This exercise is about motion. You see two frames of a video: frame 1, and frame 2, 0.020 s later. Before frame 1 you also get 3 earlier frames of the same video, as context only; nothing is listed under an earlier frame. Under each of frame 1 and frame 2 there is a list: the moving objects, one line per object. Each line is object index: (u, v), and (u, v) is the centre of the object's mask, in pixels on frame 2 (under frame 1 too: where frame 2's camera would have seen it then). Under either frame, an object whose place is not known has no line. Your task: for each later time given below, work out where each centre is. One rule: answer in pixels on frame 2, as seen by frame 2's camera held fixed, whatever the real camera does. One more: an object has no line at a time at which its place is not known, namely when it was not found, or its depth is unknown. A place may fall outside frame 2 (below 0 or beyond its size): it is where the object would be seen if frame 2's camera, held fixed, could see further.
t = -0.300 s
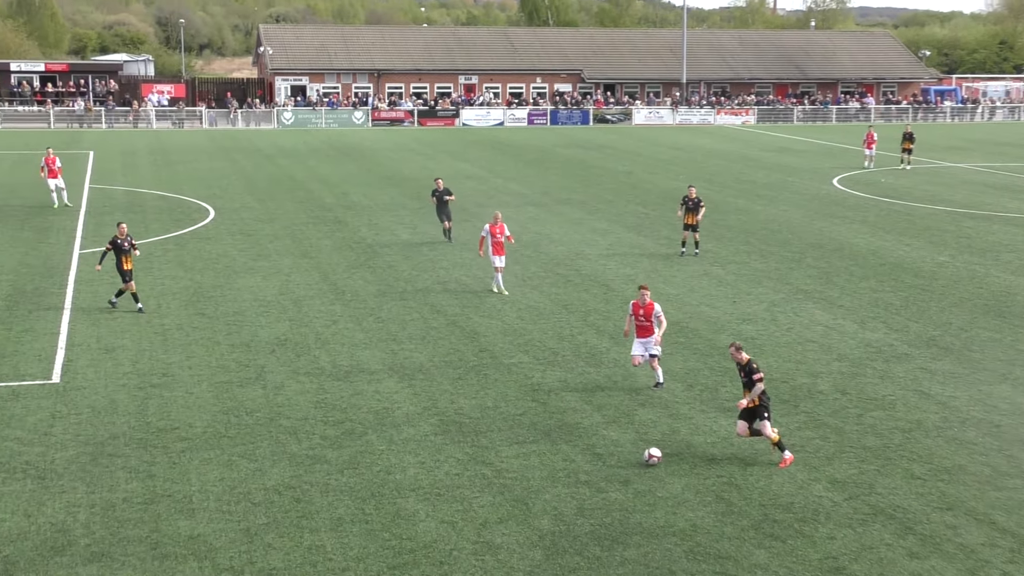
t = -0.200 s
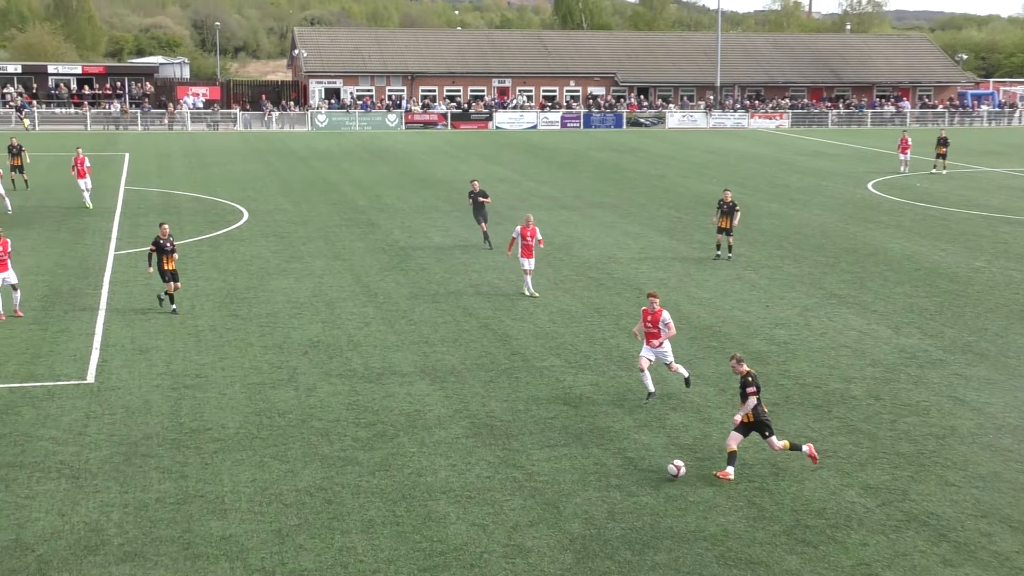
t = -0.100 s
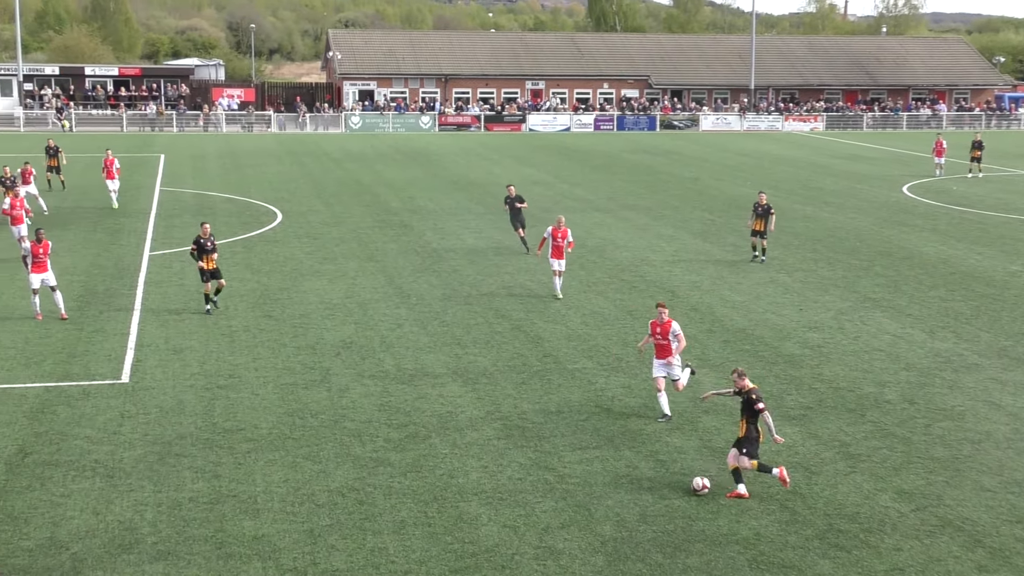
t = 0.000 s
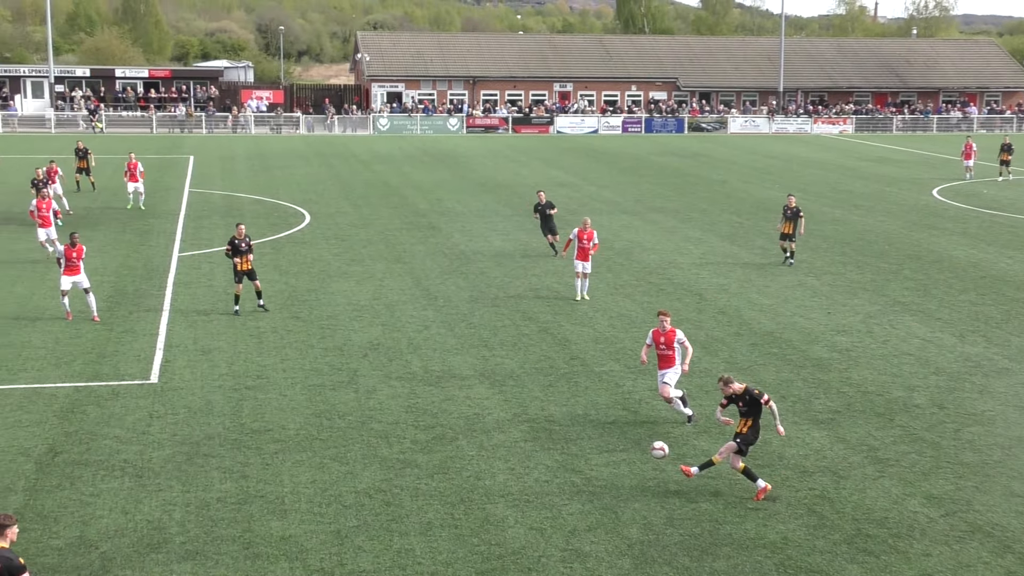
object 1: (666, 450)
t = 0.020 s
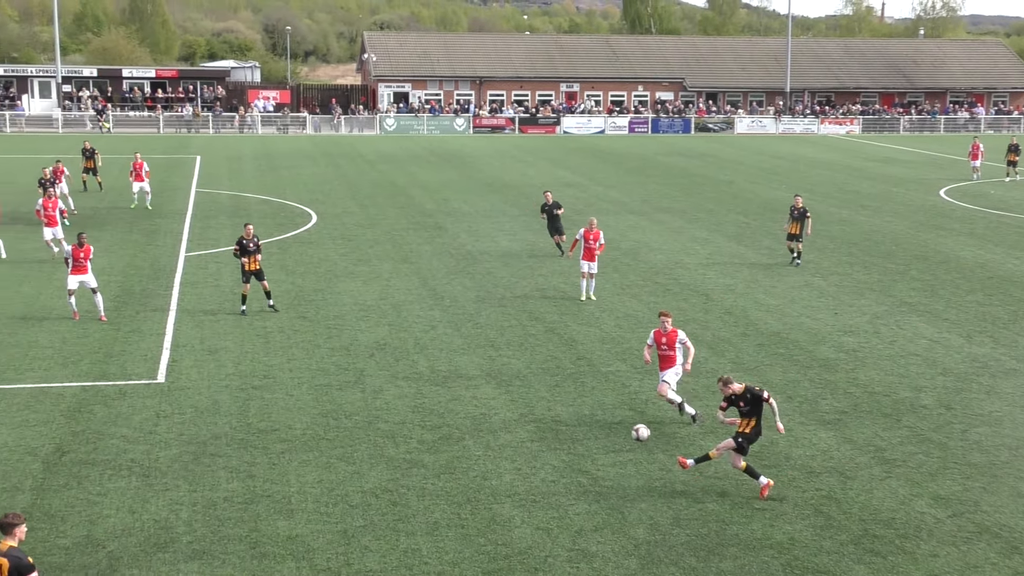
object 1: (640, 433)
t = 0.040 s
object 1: (617, 416)
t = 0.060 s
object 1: (594, 401)
